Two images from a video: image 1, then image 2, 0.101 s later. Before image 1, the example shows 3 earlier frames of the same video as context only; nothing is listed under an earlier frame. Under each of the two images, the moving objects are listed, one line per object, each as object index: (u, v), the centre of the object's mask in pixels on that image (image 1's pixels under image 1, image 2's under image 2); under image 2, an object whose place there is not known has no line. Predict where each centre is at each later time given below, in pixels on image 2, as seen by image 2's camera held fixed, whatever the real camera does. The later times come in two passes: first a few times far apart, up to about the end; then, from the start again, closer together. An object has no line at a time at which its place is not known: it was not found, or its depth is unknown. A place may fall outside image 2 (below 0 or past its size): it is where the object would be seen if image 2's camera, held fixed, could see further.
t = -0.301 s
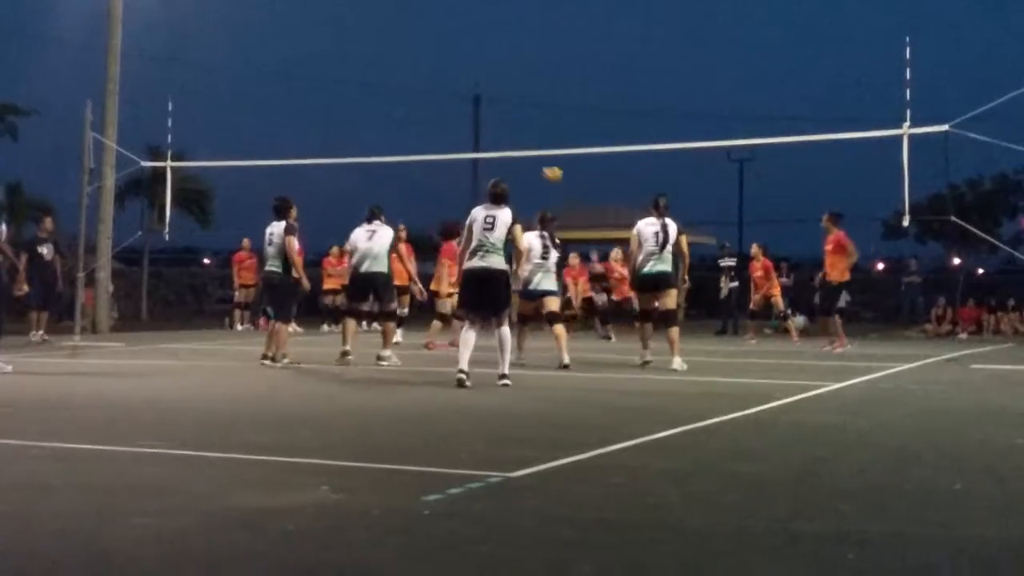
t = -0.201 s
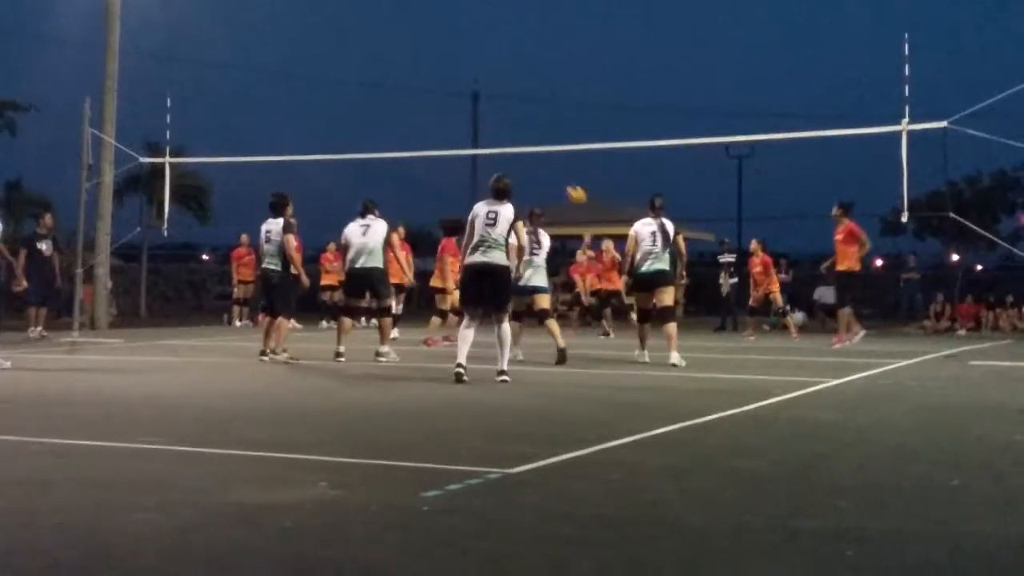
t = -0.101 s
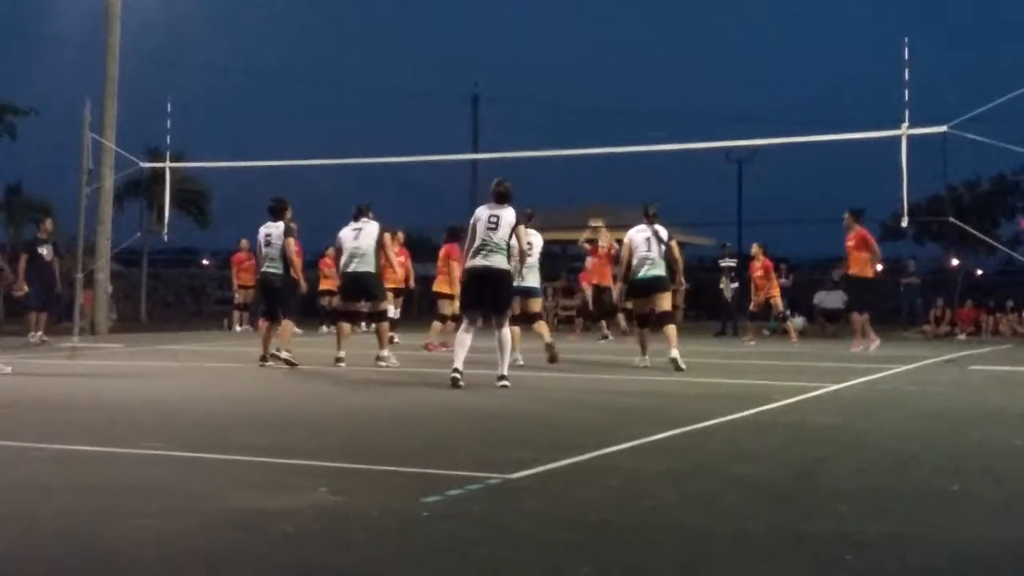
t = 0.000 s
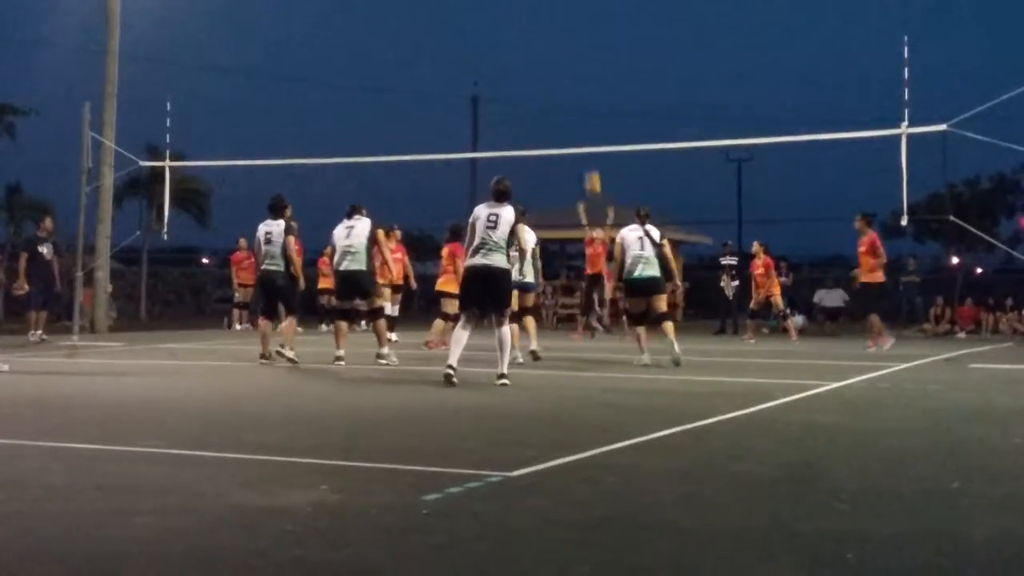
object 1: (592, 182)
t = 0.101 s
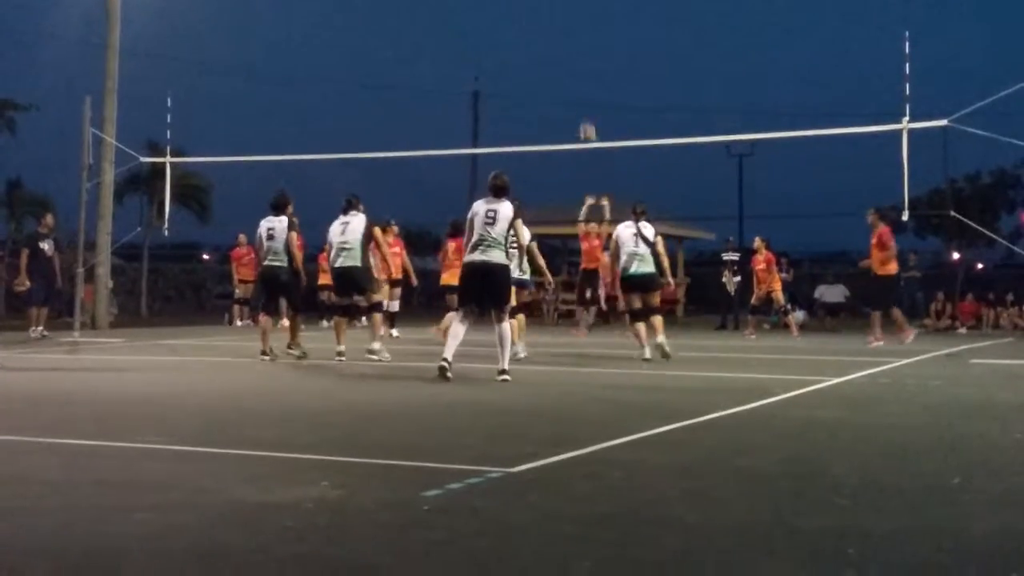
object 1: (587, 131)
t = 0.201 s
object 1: (582, 93)
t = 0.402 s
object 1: (571, 34)
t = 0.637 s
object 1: (560, 0)
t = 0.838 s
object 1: (551, 1)
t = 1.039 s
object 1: (542, 35)
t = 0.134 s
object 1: (586, 118)
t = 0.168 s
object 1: (583, 105)
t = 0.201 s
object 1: (582, 93)
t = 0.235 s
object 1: (580, 81)
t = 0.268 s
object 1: (579, 71)
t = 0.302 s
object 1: (577, 61)
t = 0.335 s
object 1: (575, 52)
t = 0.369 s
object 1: (573, 42)
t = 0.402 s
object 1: (571, 34)
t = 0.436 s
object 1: (570, 28)
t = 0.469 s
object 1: (569, 21)
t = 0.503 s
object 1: (567, 16)
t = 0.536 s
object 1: (565, 11)
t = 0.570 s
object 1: (564, 6)
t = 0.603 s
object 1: (562, 3)
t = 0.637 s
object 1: (560, 0)
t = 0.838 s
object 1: (551, 1)
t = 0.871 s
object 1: (549, 5)
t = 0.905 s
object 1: (548, 9)
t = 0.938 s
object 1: (546, 14)
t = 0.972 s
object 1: (544, 20)
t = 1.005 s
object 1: (543, 27)
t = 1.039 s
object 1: (542, 35)
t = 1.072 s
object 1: (540, 43)
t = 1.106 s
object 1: (539, 52)
